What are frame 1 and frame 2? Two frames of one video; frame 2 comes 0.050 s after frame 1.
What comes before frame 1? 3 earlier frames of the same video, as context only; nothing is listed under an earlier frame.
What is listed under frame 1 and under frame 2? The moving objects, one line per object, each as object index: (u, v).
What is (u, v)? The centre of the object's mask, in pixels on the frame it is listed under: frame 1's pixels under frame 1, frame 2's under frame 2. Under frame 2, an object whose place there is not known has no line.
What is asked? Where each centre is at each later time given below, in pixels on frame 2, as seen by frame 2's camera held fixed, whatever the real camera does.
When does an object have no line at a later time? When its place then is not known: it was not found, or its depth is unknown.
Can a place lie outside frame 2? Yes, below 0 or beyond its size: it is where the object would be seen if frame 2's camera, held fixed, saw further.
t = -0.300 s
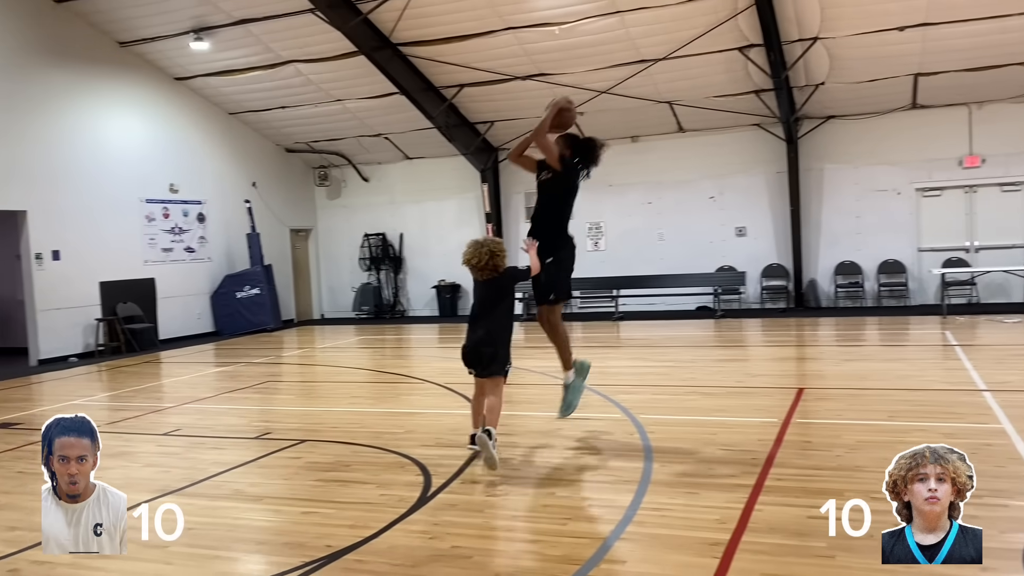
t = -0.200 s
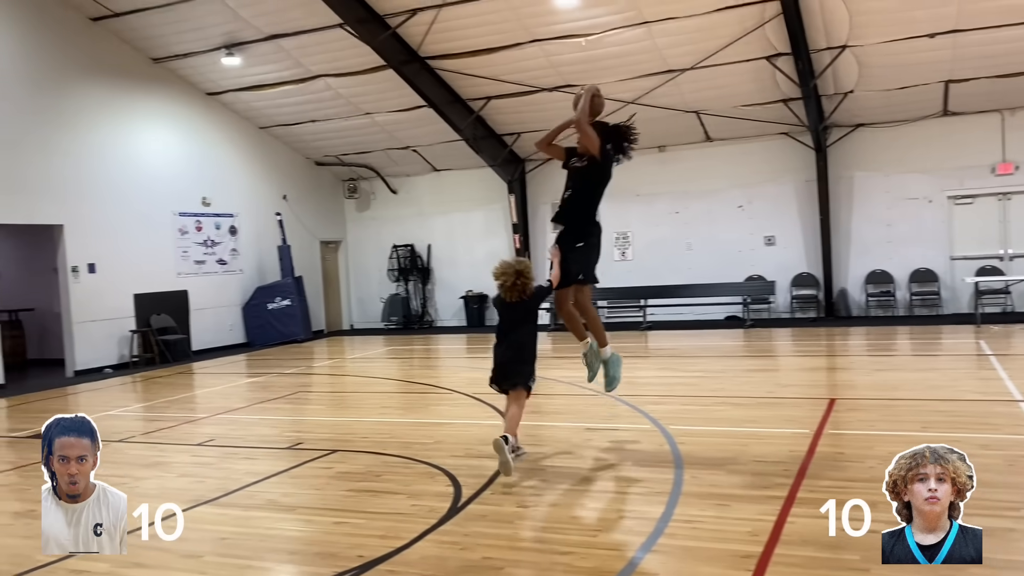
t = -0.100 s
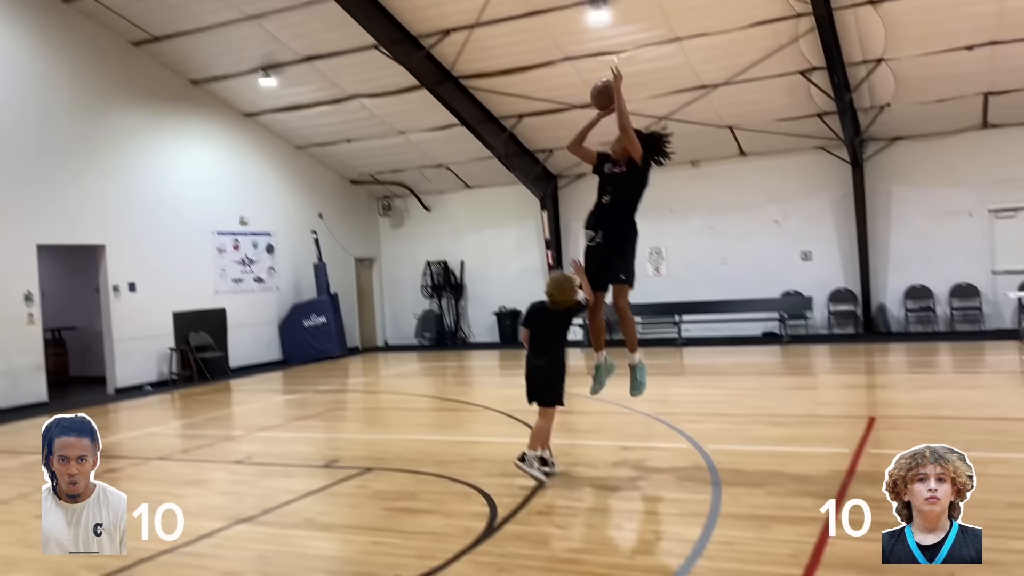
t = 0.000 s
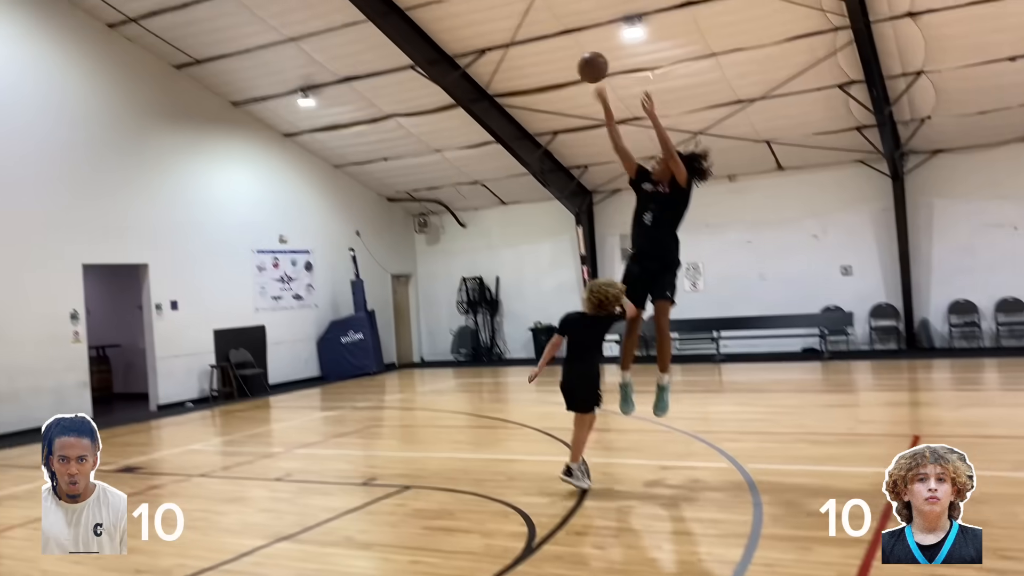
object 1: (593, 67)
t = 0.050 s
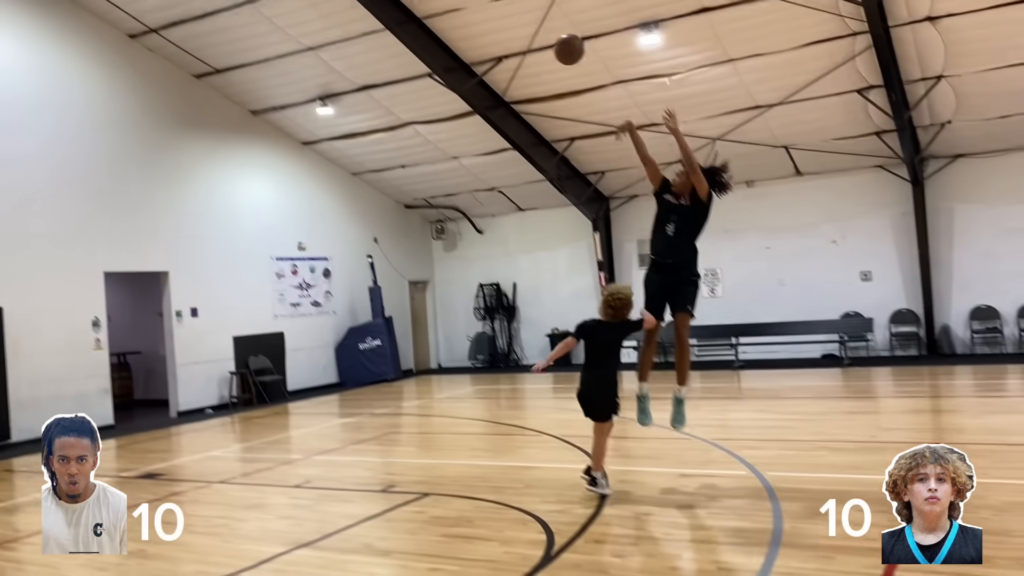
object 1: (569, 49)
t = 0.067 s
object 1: (556, 42)
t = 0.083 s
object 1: (542, 35)
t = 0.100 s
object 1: (529, 27)
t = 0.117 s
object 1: (516, 21)
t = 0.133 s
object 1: (504, 15)
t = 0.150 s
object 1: (491, 9)
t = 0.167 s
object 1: (478, 4)
